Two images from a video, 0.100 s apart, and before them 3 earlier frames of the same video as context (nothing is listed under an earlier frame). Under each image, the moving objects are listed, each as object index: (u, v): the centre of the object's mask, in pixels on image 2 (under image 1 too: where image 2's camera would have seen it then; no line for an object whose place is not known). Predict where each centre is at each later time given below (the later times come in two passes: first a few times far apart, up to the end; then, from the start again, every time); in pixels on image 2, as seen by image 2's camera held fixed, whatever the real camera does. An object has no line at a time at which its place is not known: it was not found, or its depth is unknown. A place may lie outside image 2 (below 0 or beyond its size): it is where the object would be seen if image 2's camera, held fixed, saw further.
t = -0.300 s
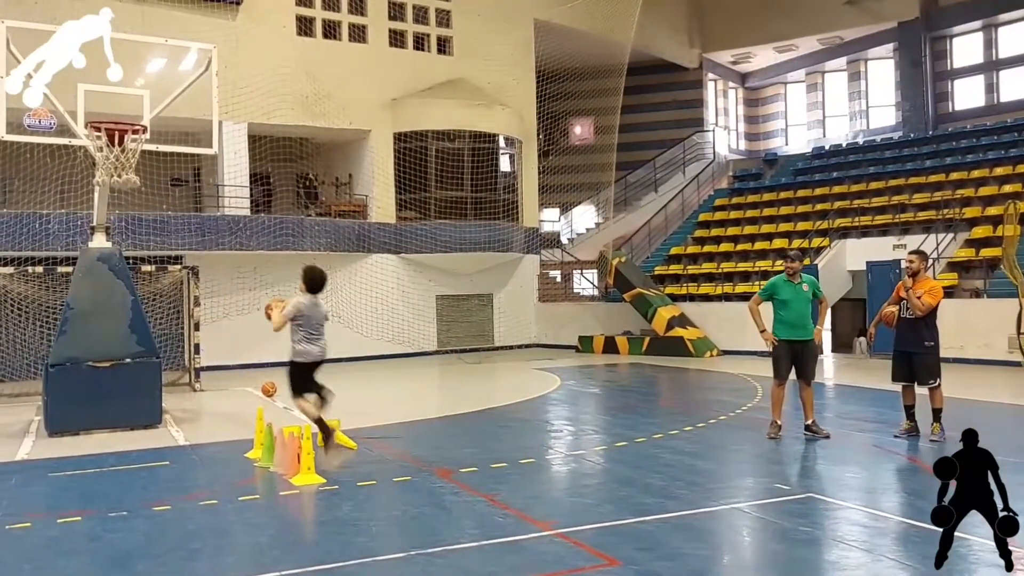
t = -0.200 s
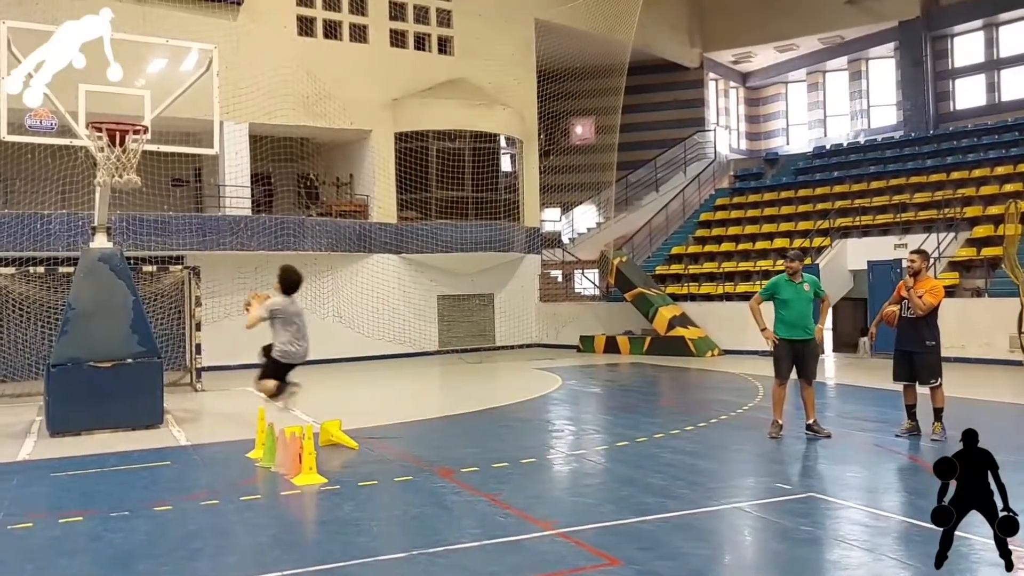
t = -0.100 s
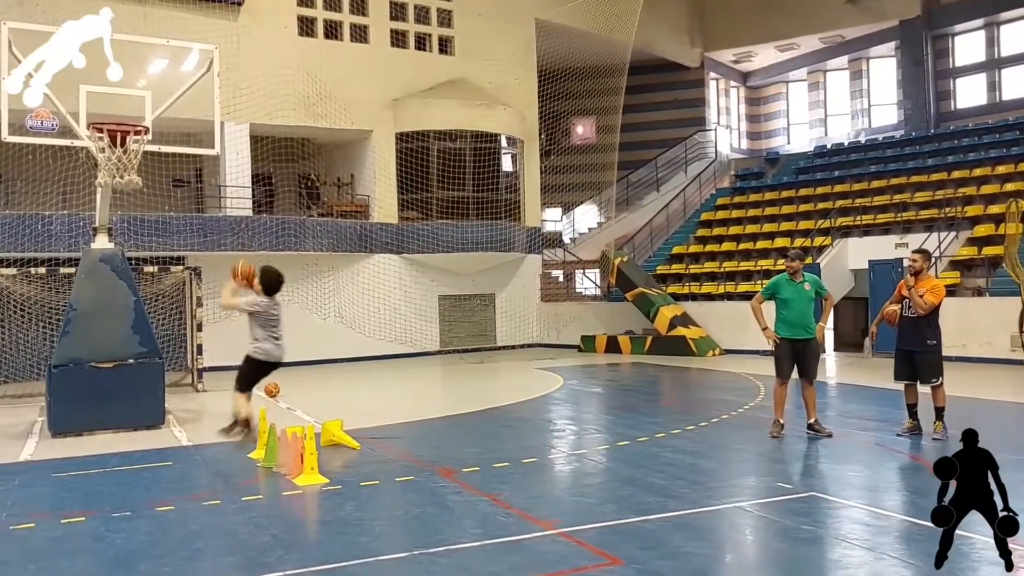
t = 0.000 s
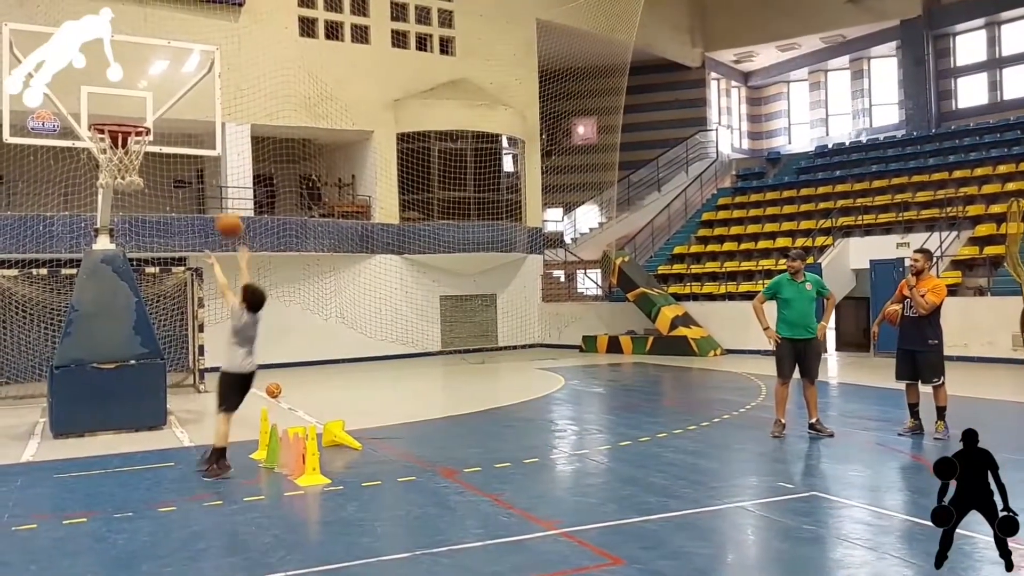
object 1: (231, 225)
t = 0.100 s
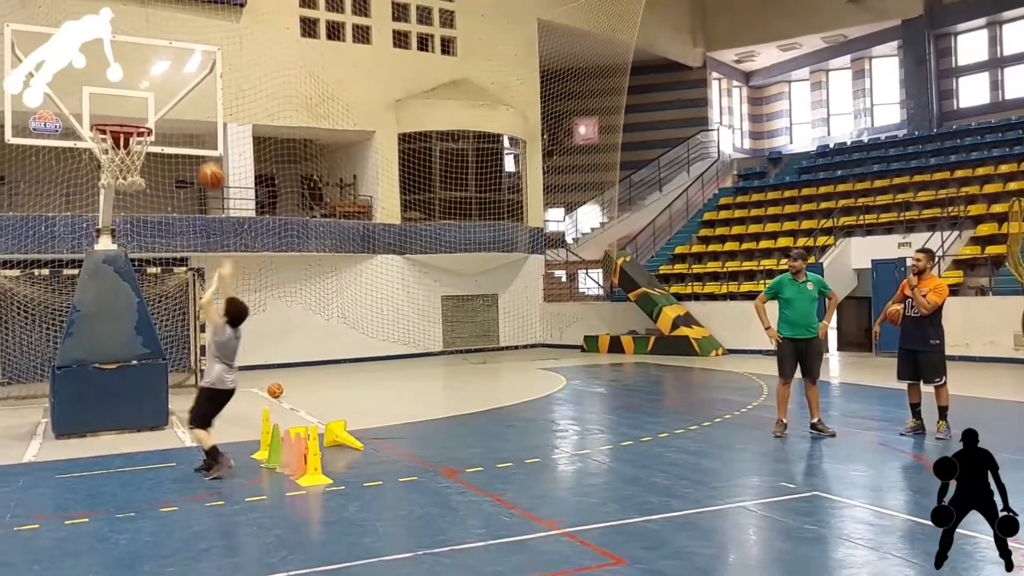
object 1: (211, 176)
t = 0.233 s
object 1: (187, 128)
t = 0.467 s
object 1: (146, 89)
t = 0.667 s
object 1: (122, 103)
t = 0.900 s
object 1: (124, 117)
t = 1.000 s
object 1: (126, 132)
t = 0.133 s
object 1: (208, 164)
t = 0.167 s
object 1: (199, 148)
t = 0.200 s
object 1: (194, 138)
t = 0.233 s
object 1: (187, 128)
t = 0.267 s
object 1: (181, 119)
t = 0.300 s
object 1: (175, 111)
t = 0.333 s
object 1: (169, 103)
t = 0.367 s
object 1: (163, 98)
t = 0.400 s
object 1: (158, 95)
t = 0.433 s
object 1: (152, 91)
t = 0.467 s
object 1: (146, 89)
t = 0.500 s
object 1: (141, 88)
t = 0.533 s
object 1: (136, 89)
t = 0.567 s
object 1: (130, 90)
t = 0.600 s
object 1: (127, 93)
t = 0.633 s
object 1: (125, 97)
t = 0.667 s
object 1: (122, 103)
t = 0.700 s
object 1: (120, 112)
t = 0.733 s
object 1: (118, 115)
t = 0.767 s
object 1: (118, 115)
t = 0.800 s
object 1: (119, 116)
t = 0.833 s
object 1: (120, 116)
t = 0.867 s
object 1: (121, 117)
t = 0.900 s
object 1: (124, 117)
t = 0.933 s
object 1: (127, 118)
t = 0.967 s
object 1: (129, 128)
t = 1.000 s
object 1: (126, 132)
